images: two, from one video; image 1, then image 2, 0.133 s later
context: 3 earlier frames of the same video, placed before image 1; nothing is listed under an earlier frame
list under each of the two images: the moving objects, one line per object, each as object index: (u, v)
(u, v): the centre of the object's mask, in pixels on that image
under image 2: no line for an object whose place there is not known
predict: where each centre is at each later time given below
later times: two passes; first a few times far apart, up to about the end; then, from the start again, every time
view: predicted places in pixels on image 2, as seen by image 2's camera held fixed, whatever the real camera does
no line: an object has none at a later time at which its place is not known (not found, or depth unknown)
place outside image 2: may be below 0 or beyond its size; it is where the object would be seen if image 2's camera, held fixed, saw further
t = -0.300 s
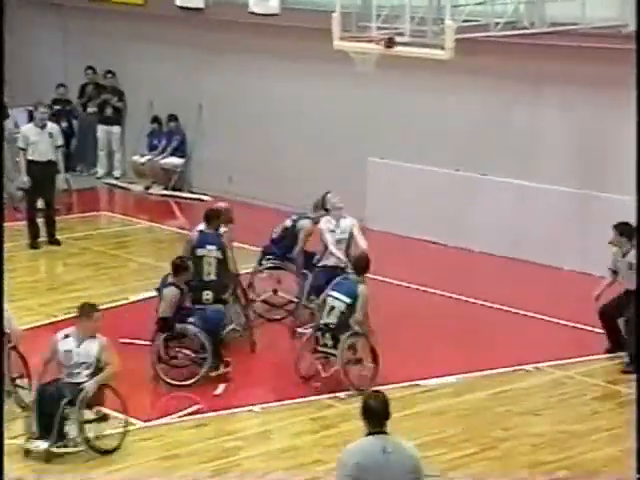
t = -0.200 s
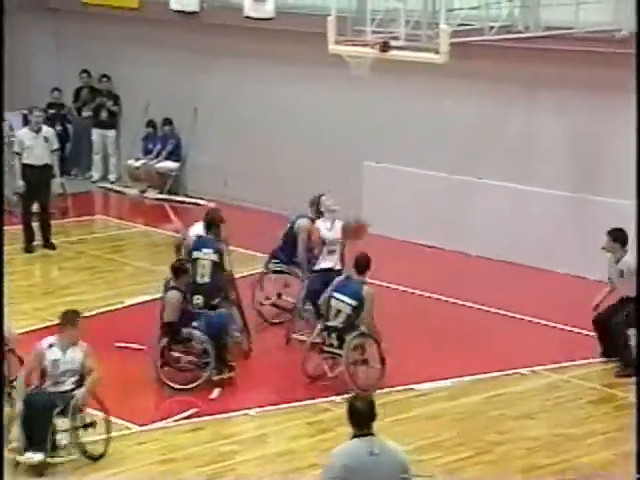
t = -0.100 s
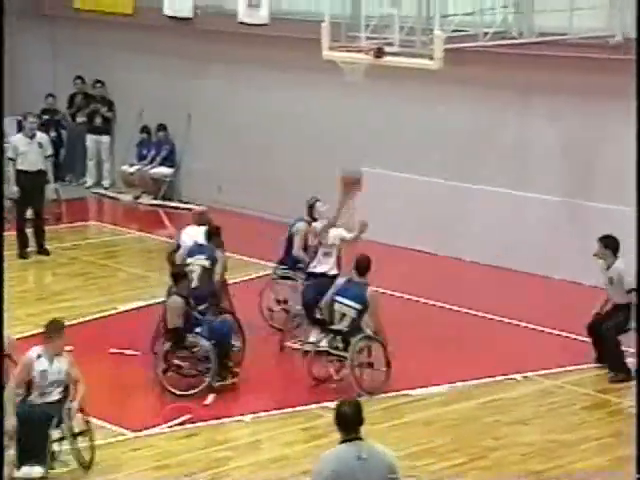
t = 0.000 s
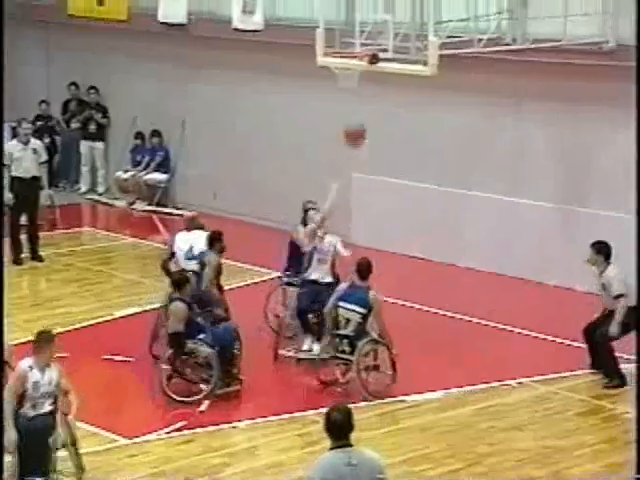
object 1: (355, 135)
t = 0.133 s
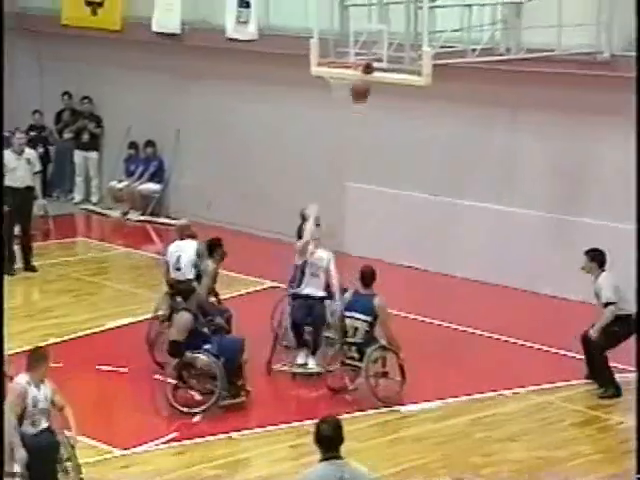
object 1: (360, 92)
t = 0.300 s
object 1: (373, 49)
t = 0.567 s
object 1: (366, 41)
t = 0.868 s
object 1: (321, 52)
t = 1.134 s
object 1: (286, 68)
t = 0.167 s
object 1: (362, 78)
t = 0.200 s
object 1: (364, 69)
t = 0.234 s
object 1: (366, 64)
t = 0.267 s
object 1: (370, 56)
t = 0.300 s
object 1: (373, 49)
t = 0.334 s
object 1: (376, 41)
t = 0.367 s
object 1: (378, 37)
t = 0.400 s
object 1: (381, 35)
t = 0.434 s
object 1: (384, 34)
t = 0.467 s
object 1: (384, 34)
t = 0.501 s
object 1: (377, 35)
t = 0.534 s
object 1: (372, 38)
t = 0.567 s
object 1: (366, 41)
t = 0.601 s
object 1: (360, 48)
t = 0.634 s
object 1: (352, 54)
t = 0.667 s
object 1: (348, 53)
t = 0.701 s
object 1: (344, 51)
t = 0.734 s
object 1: (339, 50)
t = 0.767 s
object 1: (335, 50)
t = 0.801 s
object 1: (329, 50)
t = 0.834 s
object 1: (326, 52)
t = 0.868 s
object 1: (321, 52)
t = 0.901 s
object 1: (317, 51)
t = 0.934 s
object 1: (312, 51)
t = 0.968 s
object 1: (308, 50)
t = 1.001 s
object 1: (303, 52)
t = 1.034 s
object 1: (298, 54)
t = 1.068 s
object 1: (295, 58)
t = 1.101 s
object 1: (290, 62)
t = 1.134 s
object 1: (286, 68)
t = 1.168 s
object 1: (281, 74)
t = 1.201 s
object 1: (276, 82)
